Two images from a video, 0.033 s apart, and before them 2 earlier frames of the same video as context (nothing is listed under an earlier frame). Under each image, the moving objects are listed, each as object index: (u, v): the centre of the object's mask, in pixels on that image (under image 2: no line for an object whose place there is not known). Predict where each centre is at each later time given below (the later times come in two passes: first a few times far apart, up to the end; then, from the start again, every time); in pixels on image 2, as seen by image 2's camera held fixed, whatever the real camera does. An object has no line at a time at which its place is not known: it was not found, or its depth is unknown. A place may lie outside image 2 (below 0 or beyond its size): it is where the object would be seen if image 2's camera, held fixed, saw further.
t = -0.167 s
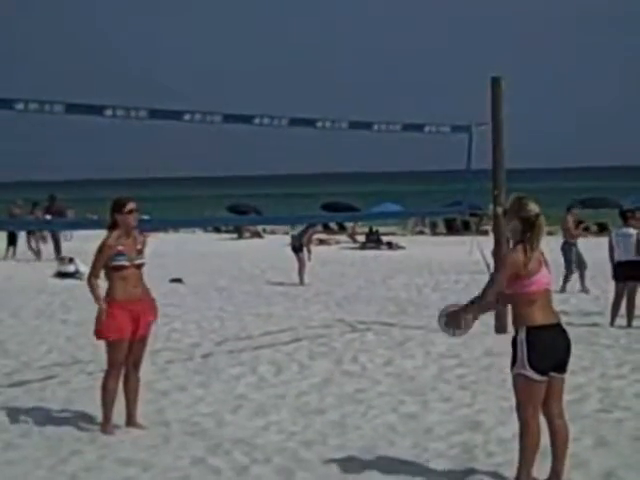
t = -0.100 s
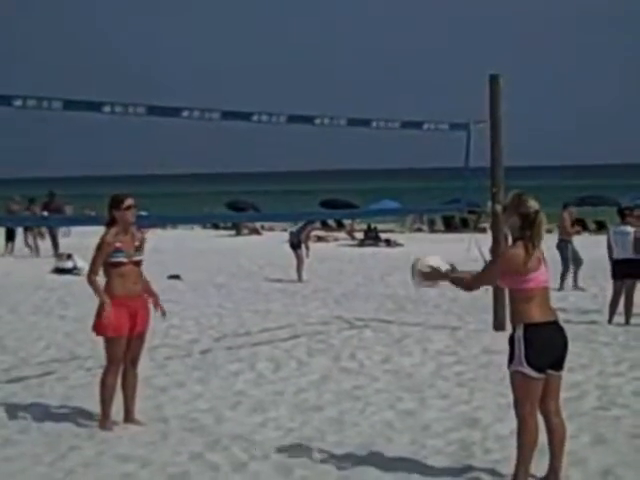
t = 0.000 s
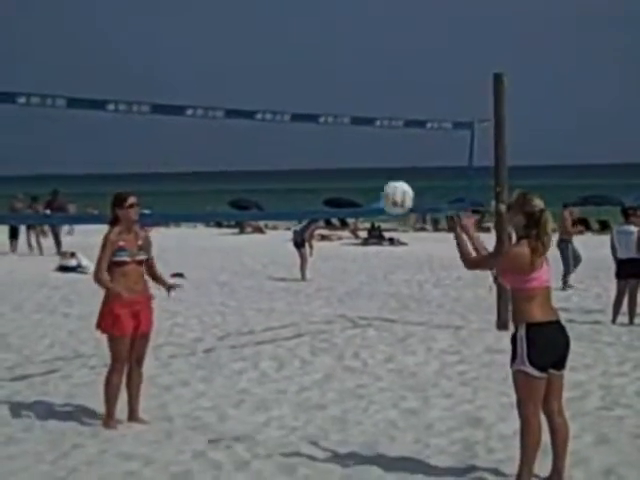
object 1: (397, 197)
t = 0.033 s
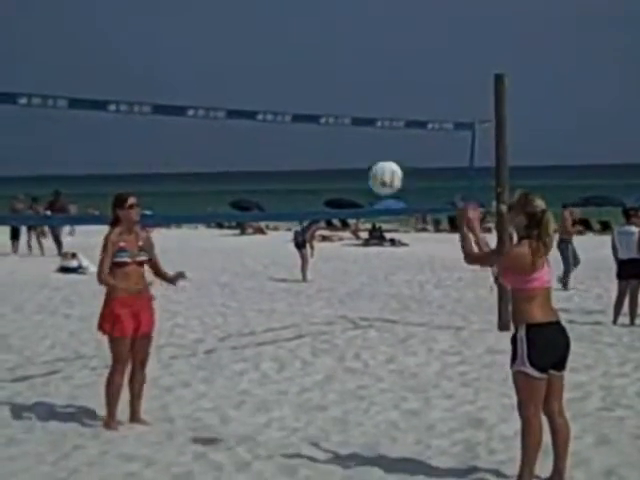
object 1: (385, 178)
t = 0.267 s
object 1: (308, 85)
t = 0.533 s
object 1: (223, 79)
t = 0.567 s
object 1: (212, 85)
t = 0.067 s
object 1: (374, 159)
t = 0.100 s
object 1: (363, 142)
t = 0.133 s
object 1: (352, 128)
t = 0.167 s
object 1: (342, 114)
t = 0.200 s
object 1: (330, 103)
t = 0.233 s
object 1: (319, 93)
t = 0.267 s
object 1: (308, 85)
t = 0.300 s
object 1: (297, 79)
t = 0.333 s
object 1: (286, 74)
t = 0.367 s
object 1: (275, 70)
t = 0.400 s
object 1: (264, 69)
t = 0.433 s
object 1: (254, 70)
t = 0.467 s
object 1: (243, 71)
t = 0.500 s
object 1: (233, 74)
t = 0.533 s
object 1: (223, 79)
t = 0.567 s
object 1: (212, 85)
